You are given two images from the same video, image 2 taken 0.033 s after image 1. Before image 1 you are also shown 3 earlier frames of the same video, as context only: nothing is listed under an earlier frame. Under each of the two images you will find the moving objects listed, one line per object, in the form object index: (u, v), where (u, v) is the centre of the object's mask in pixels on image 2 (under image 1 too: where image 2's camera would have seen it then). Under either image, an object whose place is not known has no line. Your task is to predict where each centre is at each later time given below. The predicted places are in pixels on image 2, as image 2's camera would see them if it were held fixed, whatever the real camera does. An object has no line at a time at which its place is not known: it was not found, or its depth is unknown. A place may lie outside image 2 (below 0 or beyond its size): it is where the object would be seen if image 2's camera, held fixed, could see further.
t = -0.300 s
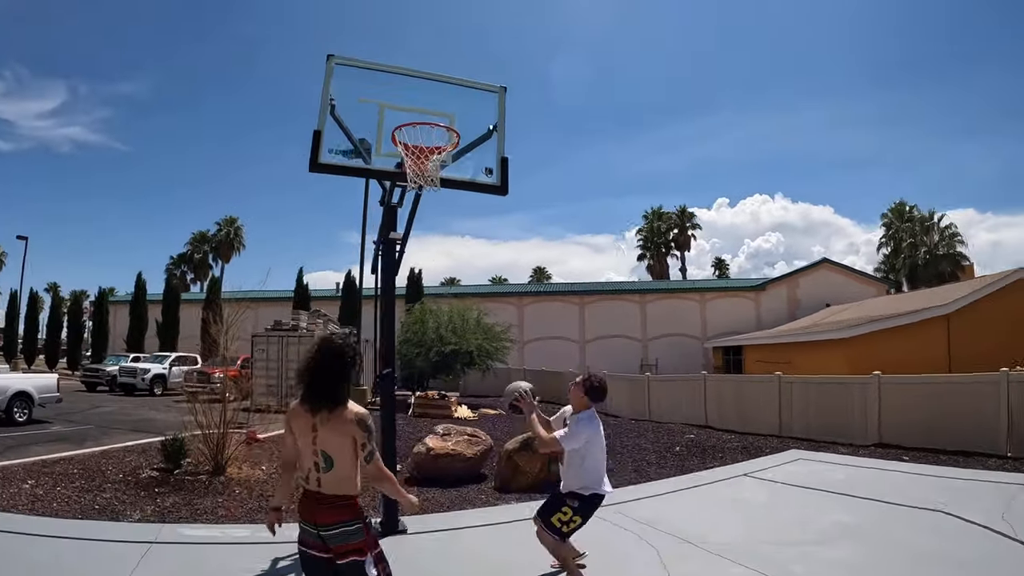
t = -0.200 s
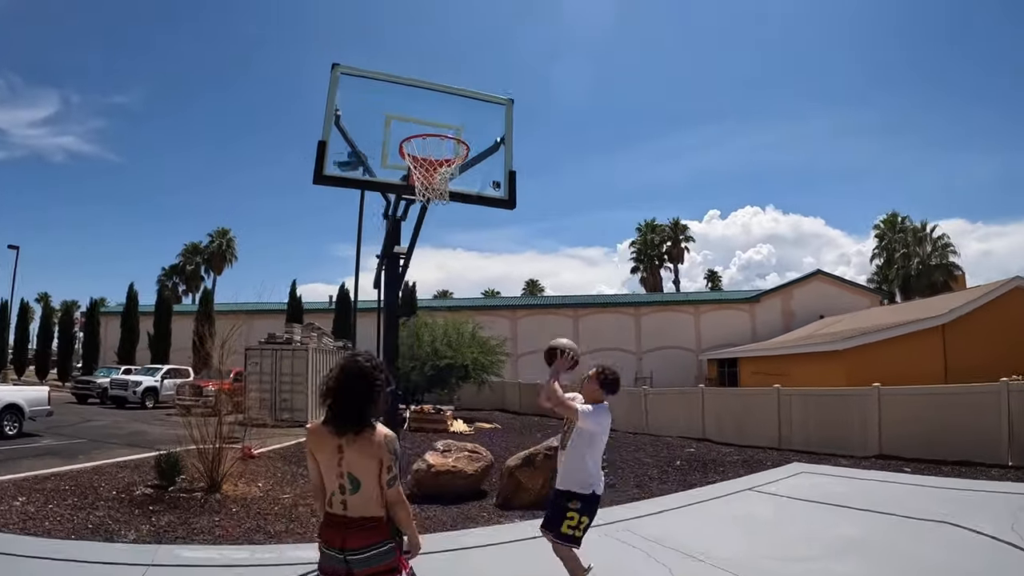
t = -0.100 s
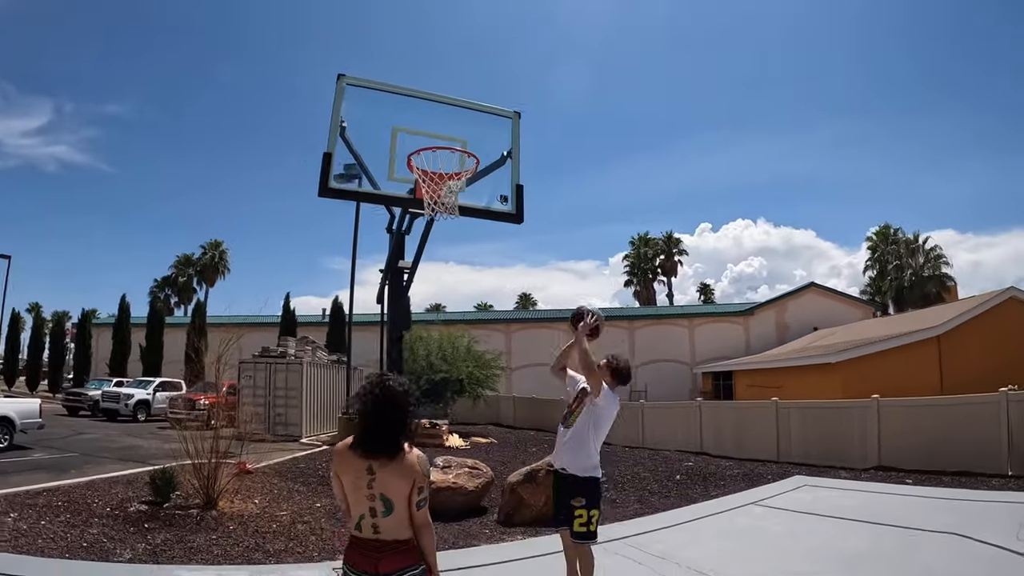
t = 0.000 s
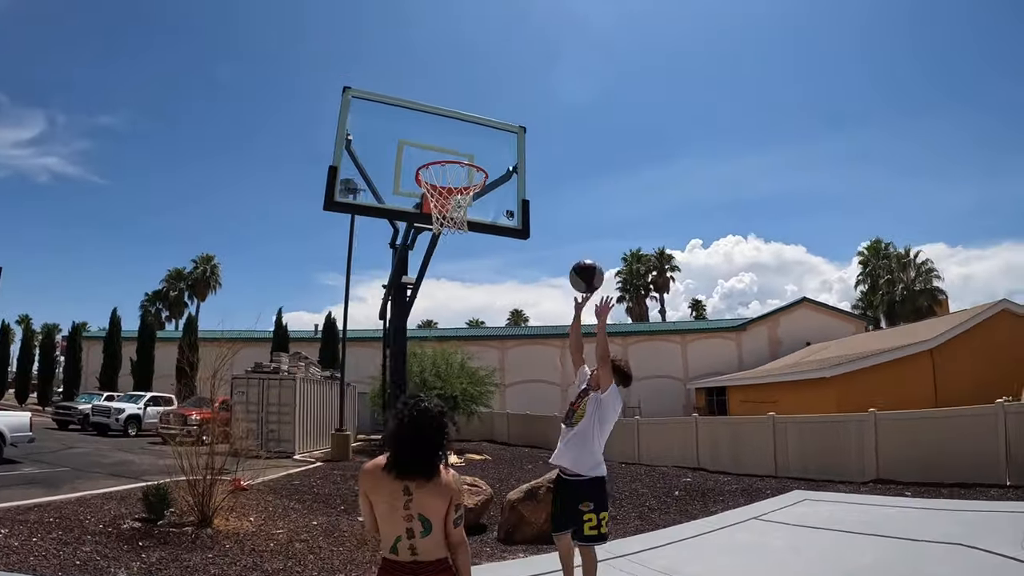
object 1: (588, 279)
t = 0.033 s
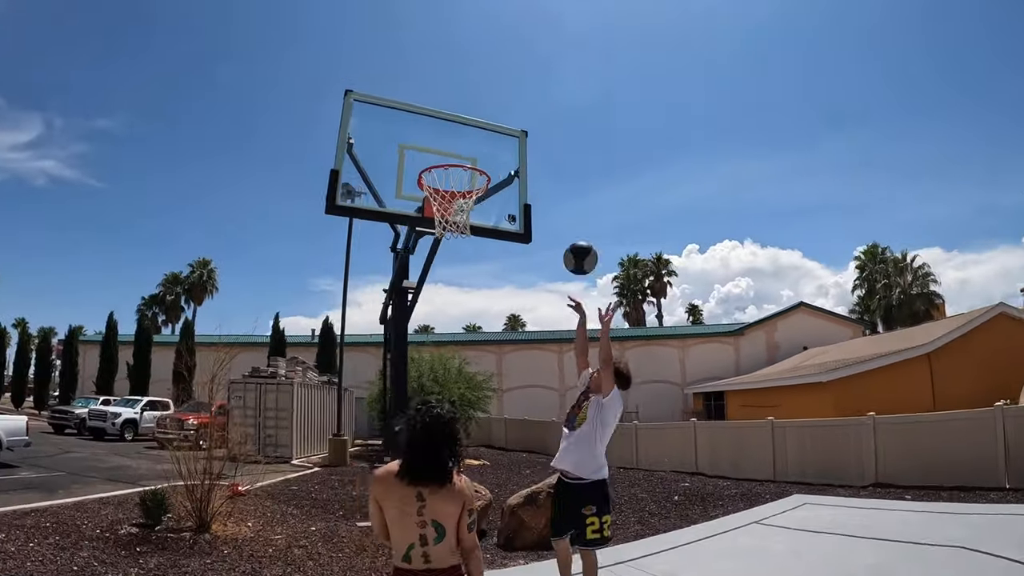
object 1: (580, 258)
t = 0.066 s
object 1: (575, 238)
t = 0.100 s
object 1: (568, 221)
